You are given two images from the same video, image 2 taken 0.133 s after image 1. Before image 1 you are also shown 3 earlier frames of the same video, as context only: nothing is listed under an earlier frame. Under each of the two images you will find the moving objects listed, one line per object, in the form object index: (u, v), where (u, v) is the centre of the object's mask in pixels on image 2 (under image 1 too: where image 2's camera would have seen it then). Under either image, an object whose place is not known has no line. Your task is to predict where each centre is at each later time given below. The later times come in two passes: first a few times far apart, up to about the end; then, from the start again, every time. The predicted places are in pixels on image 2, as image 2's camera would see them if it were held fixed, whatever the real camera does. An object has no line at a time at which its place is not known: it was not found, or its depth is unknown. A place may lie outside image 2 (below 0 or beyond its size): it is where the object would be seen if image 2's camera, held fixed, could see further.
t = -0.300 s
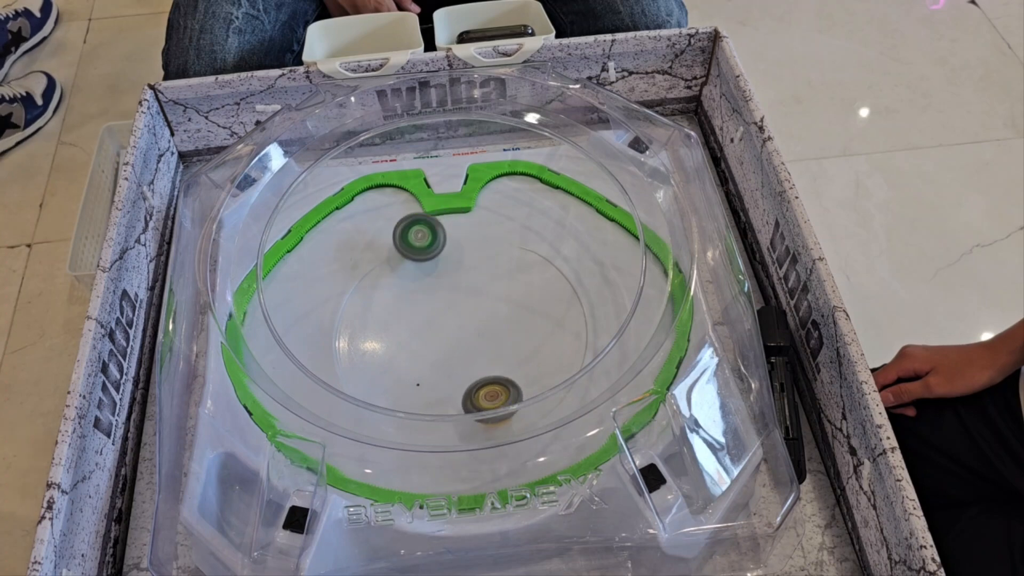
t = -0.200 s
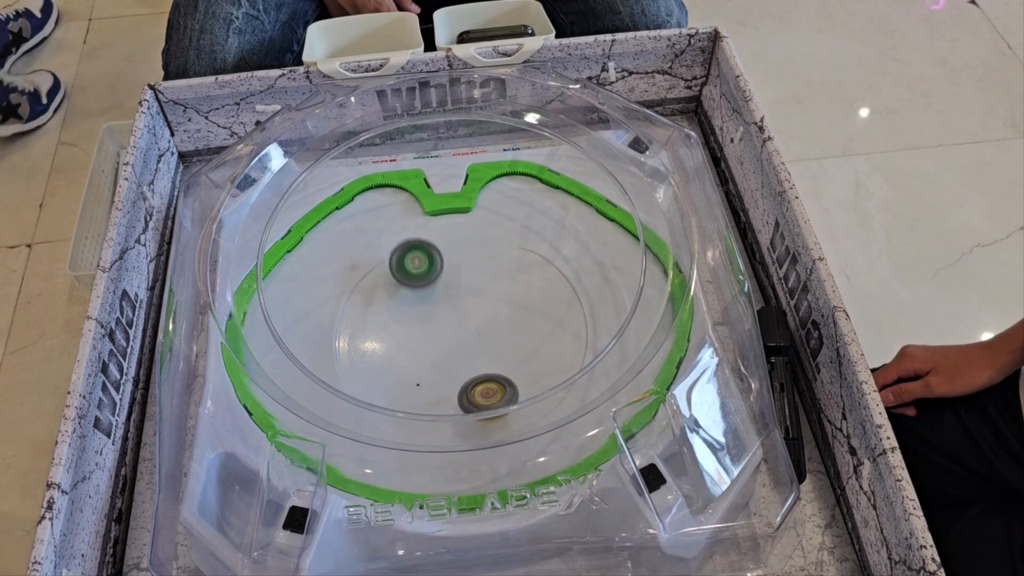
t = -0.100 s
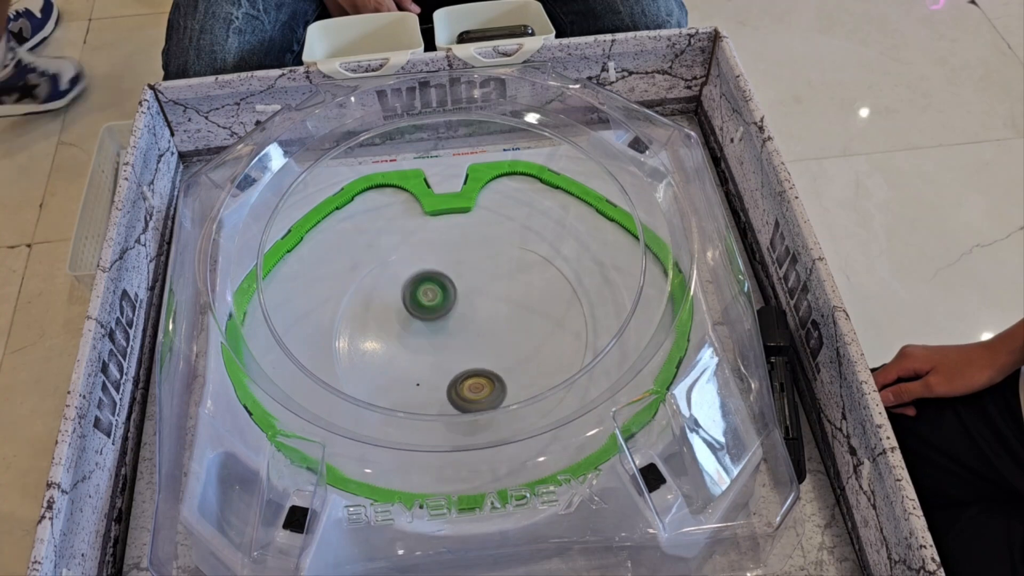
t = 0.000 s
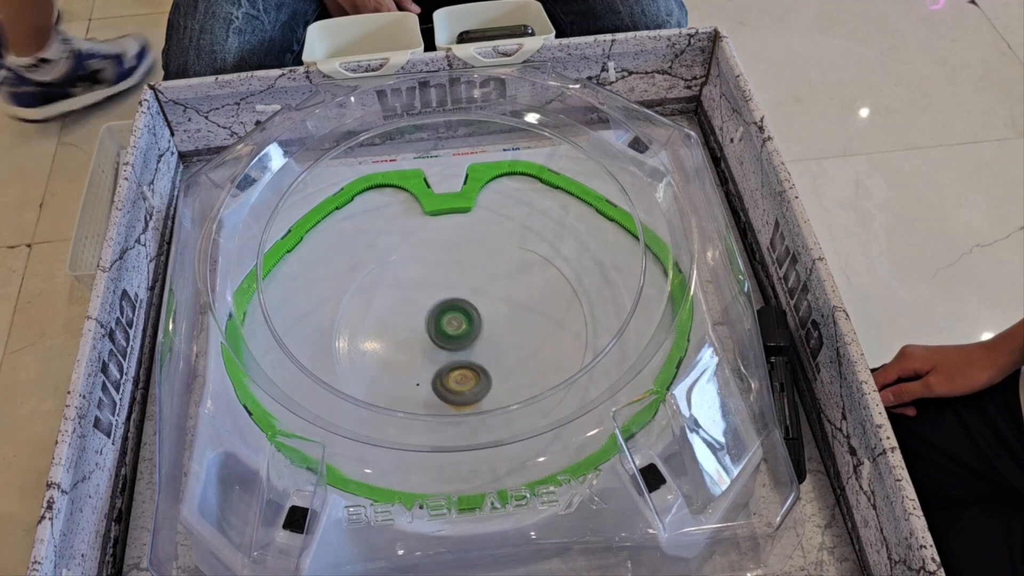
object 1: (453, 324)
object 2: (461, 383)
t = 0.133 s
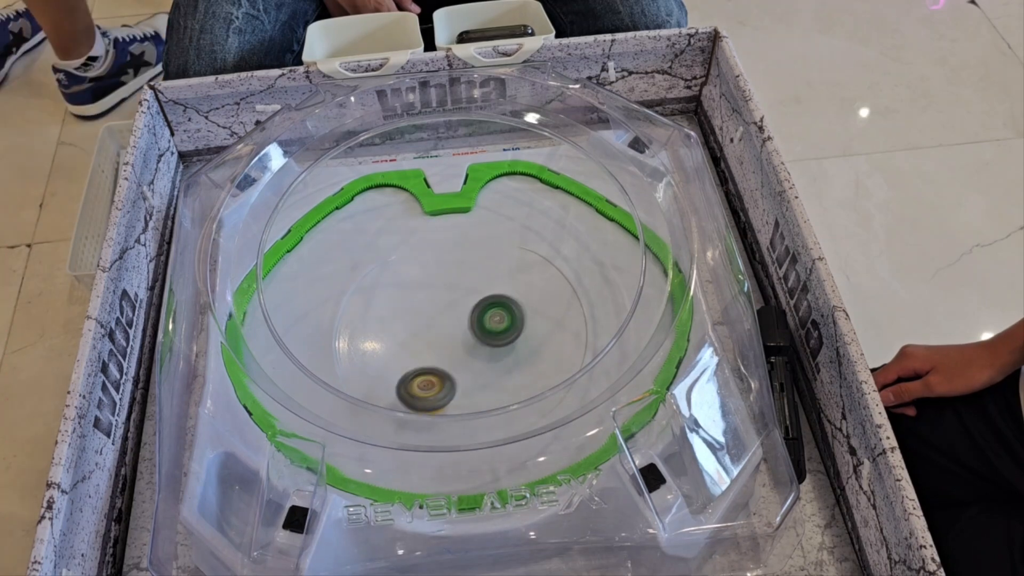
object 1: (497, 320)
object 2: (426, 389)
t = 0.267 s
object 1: (523, 292)
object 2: (404, 391)
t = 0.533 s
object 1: (506, 273)
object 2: (387, 382)
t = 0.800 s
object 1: (481, 336)
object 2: (395, 340)
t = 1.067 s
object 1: (489, 347)
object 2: (410, 289)
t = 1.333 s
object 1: (509, 321)
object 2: (422, 250)
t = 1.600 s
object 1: (481, 338)
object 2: (440, 233)
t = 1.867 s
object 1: (426, 354)
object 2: (467, 249)
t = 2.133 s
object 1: (437, 348)
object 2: (501, 287)
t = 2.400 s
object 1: (429, 318)
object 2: (533, 325)
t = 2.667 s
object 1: (423, 314)
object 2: (548, 350)
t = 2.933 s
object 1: (457, 305)
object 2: (527, 361)
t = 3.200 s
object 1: (454, 293)
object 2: (469, 368)
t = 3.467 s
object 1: (464, 316)
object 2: (409, 368)
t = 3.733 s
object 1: (481, 324)
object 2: (384, 358)
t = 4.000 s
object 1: (492, 312)
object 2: (388, 334)
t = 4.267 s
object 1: (499, 341)
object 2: (384, 279)
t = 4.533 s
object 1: (514, 311)
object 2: (387, 251)
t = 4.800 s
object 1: (459, 319)
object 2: (415, 252)
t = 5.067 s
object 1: (461, 364)
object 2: (470, 277)
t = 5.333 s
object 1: (474, 342)
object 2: (528, 300)
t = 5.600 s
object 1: (443, 325)
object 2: (560, 315)
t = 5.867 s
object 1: (430, 335)
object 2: (543, 329)
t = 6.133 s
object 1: (465, 303)
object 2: (486, 358)
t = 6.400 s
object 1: (445, 301)
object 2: (423, 378)
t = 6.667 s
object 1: (445, 314)
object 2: (390, 377)
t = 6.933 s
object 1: (475, 334)
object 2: (390, 352)
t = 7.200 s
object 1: (475, 293)
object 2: (413, 307)
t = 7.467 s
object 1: (560, 304)
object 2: (379, 275)
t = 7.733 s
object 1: (488, 323)
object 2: (403, 281)
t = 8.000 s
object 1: (471, 369)
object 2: (423, 262)
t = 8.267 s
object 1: (504, 379)
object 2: (453, 279)
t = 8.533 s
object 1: (472, 364)
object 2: (498, 309)
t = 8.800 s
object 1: (430, 346)
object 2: (529, 328)
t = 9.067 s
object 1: (421, 339)
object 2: (527, 338)
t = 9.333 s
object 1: (440, 314)
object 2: (489, 346)
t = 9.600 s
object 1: (457, 295)
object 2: (432, 349)
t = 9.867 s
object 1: (447, 312)
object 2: (397, 343)
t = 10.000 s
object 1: (473, 319)
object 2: (395, 339)
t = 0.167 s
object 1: (506, 314)
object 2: (419, 390)
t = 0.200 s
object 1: (513, 307)
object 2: (414, 391)
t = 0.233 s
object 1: (519, 300)
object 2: (409, 391)
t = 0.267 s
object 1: (523, 292)
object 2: (404, 391)
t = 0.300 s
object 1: (526, 284)
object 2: (401, 391)
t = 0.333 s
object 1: (527, 277)
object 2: (398, 390)
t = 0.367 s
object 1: (526, 272)
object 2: (395, 390)
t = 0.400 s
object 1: (524, 269)
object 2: (392, 389)
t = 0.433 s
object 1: (521, 267)
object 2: (390, 388)
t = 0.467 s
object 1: (516, 267)
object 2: (388, 386)
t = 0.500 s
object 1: (511, 269)
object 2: (387, 384)
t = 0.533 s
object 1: (506, 273)
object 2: (387, 382)
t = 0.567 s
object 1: (501, 278)
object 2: (387, 378)
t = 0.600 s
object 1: (496, 284)
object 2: (388, 374)
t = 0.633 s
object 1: (492, 292)
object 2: (389, 370)
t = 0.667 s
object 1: (488, 301)
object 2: (390, 365)
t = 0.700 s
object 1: (485, 310)
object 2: (391, 359)
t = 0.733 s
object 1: (483, 319)
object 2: (392, 353)
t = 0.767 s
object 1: (482, 328)
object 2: (393, 347)
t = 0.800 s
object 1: (481, 336)
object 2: (395, 340)
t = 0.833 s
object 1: (479, 342)
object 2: (397, 333)
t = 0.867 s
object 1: (478, 347)
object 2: (398, 326)
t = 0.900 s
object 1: (477, 351)
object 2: (401, 320)
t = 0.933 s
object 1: (478, 352)
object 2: (403, 314)
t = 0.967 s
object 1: (479, 353)
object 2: (405, 307)
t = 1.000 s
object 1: (482, 351)
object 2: (406, 301)
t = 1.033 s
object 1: (485, 350)
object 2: (408, 295)
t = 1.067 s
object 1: (489, 347)
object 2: (410, 289)
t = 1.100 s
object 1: (492, 343)
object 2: (412, 284)
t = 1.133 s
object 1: (497, 339)
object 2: (413, 278)
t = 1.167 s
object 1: (500, 335)
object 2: (415, 273)
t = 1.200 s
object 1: (504, 331)
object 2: (416, 268)
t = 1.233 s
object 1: (506, 327)
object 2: (418, 263)
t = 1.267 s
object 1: (508, 324)
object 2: (419, 259)
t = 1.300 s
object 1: (509, 322)
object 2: (420, 254)
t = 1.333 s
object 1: (509, 321)
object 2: (422, 250)
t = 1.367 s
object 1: (509, 321)
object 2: (423, 246)
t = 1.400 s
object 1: (507, 322)
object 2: (425, 243)
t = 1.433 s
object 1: (505, 323)
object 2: (426, 240)
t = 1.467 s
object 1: (502, 326)
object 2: (428, 238)
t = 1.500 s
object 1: (497, 329)
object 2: (430, 236)
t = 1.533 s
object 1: (493, 332)
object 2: (433, 235)
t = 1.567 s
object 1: (487, 335)
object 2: (436, 234)
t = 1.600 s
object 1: (481, 338)
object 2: (440, 233)
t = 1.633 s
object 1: (473, 341)
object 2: (443, 233)
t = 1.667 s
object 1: (465, 343)
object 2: (447, 233)
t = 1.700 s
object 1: (456, 345)
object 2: (449, 235)
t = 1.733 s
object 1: (447, 348)
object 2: (452, 237)
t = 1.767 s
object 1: (438, 350)
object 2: (455, 239)
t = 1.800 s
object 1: (432, 352)
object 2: (459, 242)
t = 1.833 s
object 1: (428, 353)
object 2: (463, 245)
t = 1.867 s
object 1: (426, 354)
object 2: (467, 249)
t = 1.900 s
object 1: (426, 354)
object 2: (471, 253)
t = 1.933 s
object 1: (427, 354)
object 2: (475, 258)
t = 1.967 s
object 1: (429, 354)
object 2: (479, 262)
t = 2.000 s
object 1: (432, 354)
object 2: (484, 267)
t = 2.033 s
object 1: (434, 353)
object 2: (488, 272)
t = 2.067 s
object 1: (436, 353)
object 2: (492, 277)
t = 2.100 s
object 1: (437, 351)
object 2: (497, 282)
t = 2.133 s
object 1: (437, 348)
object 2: (501, 287)
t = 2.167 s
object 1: (437, 345)
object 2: (505, 293)
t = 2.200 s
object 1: (435, 340)
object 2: (509, 298)
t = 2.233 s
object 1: (433, 334)
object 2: (513, 302)
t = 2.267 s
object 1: (430, 329)
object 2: (517, 307)
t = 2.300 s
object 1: (429, 324)
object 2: (522, 312)
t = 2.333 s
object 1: (429, 321)
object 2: (526, 317)
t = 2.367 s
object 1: (429, 319)
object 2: (530, 321)
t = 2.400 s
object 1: (429, 318)
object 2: (533, 325)
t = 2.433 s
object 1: (430, 317)
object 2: (536, 329)
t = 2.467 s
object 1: (429, 316)
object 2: (539, 333)
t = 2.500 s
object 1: (429, 316)
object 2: (542, 337)
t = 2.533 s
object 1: (427, 316)
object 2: (544, 340)
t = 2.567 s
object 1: (426, 316)
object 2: (546, 343)
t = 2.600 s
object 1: (425, 316)
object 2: (547, 345)
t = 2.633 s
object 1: (423, 316)
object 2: (548, 348)
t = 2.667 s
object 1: (423, 314)
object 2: (548, 350)
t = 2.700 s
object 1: (425, 311)
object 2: (547, 351)
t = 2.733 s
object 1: (428, 308)
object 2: (546, 353)
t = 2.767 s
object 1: (432, 306)
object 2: (545, 353)
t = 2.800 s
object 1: (438, 304)
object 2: (543, 355)
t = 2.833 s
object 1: (444, 304)
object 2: (540, 356)
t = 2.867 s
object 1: (449, 305)
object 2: (536, 357)
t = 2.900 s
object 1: (454, 305)
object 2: (532, 359)
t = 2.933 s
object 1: (457, 305)
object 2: (527, 361)
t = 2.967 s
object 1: (460, 305)
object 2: (521, 362)
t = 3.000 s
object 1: (461, 304)
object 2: (514, 363)
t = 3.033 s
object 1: (462, 302)
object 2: (508, 365)
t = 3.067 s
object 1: (461, 300)
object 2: (501, 365)
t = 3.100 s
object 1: (460, 298)
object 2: (494, 366)
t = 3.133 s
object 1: (458, 296)
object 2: (486, 367)
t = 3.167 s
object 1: (456, 294)
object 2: (478, 367)
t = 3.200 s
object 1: (454, 293)
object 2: (469, 368)
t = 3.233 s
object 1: (453, 292)
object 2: (461, 368)
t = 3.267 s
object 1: (453, 291)
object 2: (453, 369)
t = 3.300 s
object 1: (455, 292)
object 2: (445, 369)
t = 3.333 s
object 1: (458, 294)
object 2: (437, 369)
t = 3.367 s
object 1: (461, 299)
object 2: (429, 369)
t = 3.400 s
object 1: (463, 305)
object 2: (422, 369)
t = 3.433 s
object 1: (464, 311)
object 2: (415, 369)
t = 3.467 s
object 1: (464, 316)
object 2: (409, 368)
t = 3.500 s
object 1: (463, 321)
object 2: (404, 368)
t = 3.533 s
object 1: (464, 324)
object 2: (399, 367)
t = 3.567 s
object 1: (465, 327)
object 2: (395, 366)
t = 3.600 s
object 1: (467, 328)
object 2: (392, 365)
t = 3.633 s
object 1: (469, 328)
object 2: (389, 364)
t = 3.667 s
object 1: (473, 328)
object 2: (387, 362)
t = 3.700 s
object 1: (477, 326)
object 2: (385, 360)
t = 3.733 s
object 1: (481, 324)
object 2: (384, 358)
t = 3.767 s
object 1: (485, 321)
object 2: (383, 356)
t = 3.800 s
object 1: (489, 317)
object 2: (382, 354)
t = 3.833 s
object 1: (491, 313)
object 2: (382, 351)
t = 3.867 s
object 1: (492, 310)
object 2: (382, 348)
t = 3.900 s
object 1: (493, 308)
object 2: (383, 345)
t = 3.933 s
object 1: (494, 308)
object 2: (384, 341)
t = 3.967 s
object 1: (494, 309)
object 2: (386, 338)
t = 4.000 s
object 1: (492, 312)
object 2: (388, 334)
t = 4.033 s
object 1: (489, 316)
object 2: (390, 329)
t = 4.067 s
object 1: (482, 320)
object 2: (393, 325)
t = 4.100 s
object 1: (474, 324)
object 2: (397, 320)
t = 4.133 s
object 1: (466, 325)
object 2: (400, 315)
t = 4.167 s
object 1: (460, 327)
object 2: (403, 310)
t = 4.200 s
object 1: (473, 333)
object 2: (392, 298)
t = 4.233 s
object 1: (487, 338)
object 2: (387, 288)
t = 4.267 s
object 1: (499, 341)
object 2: (384, 279)
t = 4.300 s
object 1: (510, 342)
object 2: (383, 273)
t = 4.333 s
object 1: (518, 341)
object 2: (382, 269)
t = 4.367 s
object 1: (522, 339)
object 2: (381, 266)
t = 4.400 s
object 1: (525, 334)
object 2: (381, 263)
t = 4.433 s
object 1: (525, 329)
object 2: (382, 260)
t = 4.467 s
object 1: (523, 323)
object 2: (383, 256)
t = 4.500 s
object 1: (519, 317)
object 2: (385, 253)
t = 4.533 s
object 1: (514, 311)
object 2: (387, 251)
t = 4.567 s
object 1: (509, 305)
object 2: (390, 250)
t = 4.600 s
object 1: (504, 302)
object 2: (392, 249)
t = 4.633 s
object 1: (498, 300)
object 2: (395, 249)
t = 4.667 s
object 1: (491, 300)
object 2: (398, 249)
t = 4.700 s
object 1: (483, 302)
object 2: (402, 249)
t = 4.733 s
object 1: (475, 306)
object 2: (406, 250)
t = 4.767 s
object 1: (466, 312)
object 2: (410, 251)
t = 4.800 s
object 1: (459, 319)
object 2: (415, 252)
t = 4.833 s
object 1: (452, 327)
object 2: (420, 254)
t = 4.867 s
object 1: (447, 334)
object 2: (426, 256)
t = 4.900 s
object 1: (444, 342)
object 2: (432, 259)
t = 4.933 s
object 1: (444, 349)
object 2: (439, 262)
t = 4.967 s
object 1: (445, 355)
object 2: (446, 266)
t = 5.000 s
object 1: (449, 360)
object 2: (454, 269)
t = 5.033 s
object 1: (455, 363)
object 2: (462, 273)
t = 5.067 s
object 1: (461, 364)
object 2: (470, 277)
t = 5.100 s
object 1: (468, 363)
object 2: (478, 280)
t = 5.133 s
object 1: (474, 361)
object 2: (486, 284)
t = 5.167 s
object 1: (479, 360)
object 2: (494, 287)
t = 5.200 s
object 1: (483, 358)
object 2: (501, 290)
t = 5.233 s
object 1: (484, 355)
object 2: (509, 293)
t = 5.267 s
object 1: (482, 351)
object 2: (515, 295)
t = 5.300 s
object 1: (479, 347)
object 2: (522, 298)
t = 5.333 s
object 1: (474, 342)
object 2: (528, 300)
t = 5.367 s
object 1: (469, 338)
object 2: (534, 303)
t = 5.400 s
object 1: (464, 334)
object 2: (540, 305)
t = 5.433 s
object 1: (460, 330)
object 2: (545, 307)
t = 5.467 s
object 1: (456, 327)
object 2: (550, 309)
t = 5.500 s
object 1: (454, 326)
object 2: (554, 311)
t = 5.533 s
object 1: (451, 325)
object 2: (557, 313)
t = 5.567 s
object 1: (448, 325)
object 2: (559, 314)
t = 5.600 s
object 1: (443, 325)
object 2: (560, 315)
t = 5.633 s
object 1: (440, 327)
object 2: (560, 315)
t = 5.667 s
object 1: (437, 329)
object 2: (559, 315)
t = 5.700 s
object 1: (435, 331)
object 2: (558, 316)
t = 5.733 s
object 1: (434, 333)
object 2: (557, 317)
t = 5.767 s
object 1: (433, 335)
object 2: (555, 319)
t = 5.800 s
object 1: (432, 336)
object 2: (552, 322)
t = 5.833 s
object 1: (431, 336)
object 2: (548, 325)
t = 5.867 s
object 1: (430, 335)
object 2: (543, 329)
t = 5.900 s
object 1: (429, 332)
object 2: (538, 333)
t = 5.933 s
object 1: (430, 328)
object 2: (531, 336)
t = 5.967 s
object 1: (433, 323)
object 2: (525, 340)
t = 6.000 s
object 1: (438, 317)
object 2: (517, 344)
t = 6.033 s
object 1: (445, 311)
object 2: (510, 347)
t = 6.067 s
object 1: (453, 307)
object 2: (502, 351)
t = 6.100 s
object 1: (460, 304)
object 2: (495, 354)
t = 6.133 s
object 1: (465, 303)
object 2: (486, 358)
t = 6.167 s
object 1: (469, 302)
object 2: (478, 361)
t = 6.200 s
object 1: (470, 301)
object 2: (470, 363)
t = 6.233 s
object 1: (469, 301)
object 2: (461, 367)
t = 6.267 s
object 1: (467, 301)
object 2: (453, 369)
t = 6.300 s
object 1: (463, 300)
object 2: (445, 372)
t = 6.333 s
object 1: (458, 300)
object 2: (437, 374)
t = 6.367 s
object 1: (451, 300)
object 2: (430, 376)
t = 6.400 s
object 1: (445, 301)
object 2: (423, 378)
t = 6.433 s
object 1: (439, 302)
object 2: (417, 379)
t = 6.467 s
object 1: (434, 302)
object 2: (411, 380)
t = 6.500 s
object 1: (430, 302)
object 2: (406, 381)
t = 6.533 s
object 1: (429, 301)
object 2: (401, 381)
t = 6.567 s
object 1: (430, 303)
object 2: (398, 380)
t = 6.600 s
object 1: (433, 306)
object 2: (394, 380)
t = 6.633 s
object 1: (438, 310)
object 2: (392, 378)
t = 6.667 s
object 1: (445, 314)
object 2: (390, 377)
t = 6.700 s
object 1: (452, 319)
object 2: (389, 375)
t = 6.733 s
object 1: (459, 323)
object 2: (388, 372)
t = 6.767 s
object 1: (466, 327)
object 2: (387, 370)
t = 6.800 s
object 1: (470, 331)
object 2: (387, 367)
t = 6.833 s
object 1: (473, 334)
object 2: (387, 364)
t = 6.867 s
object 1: (474, 336)
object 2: (388, 361)
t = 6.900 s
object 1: (474, 336)
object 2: (389, 357)
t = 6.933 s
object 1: (475, 334)
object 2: (390, 352)
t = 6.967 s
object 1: (476, 330)
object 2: (392, 347)
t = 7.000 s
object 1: (476, 325)
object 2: (394, 342)
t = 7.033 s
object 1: (475, 319)
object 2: (397, 336)
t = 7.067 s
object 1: (474, 313)
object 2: (400, 331)
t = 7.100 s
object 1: (473, 307)
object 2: (403, 325)
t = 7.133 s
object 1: (473, 301)
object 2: (406, 319)
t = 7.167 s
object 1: (474, 296)
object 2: (410, 313)
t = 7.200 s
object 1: (475, 293)
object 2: (413, 307)
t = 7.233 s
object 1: (475, 292)
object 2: (417, 301)
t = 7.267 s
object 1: (486, 293)
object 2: (410, 294)
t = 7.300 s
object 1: (508, 293)
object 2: (393, 287)
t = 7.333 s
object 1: (526, 295)
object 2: (383, 281)
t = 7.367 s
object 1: (541, 297)
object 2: (380, 277)
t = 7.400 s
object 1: (552, 299)
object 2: (379, 275)
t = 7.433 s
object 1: (558, 302)
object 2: (378, 275)
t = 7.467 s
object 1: (560, 304)
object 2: (379, 275)
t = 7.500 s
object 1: (558, 306)
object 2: (379, 275)
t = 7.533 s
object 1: (554, 309)
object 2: (380, 275)
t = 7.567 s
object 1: (546, 312)
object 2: (382, 276)
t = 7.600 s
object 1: (536, 316)
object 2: (384, 276)
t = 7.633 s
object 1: (526, 318)
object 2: (388, 277)
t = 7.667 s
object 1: (513, 321)
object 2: (392, 278)
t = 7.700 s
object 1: (500, 323)
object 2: (397, 279)
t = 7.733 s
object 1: (488, 323)
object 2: (403, 281)
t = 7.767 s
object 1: (475, 323)
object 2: (410, 283)
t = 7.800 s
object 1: (464, 323)
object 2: (417, 285)
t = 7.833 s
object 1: (459, 328)
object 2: (419, 280)
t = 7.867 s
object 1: (461, 340)
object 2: (417, 270)
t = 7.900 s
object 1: (463, 349)
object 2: (417, 264)
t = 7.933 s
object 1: (465, 357)
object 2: (420, 262)
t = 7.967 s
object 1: (468, 363)
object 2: (422, 262)
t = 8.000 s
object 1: (471, 369)
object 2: (423, 262)
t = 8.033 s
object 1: (476, 373)
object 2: (426, 263)
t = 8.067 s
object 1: (480, 376)
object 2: (428, 264)
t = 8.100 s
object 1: (485, 378)
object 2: (432, 266)
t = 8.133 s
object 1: (489, 380)
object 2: (436, 268)
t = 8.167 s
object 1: (494, 381)
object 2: (439, 270)
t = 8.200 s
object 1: (498, 380)
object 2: (443, 272)
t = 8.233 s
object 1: (501, 380)
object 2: (448, 275)
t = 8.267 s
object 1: (504, 379)
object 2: (453, 279)
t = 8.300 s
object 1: (505, 378)
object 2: (458, 282)
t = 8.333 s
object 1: (506, 376)
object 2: (464, 286)
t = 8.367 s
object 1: (504, 375)
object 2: (469, 290)
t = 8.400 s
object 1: (501, 373)
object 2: (475, 294)
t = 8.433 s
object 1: (495, 371)
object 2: (481, 298)
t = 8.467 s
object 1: (487, 369)
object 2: (486, 302)
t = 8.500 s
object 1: (479, 366)
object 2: (492, 305)
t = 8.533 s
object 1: (472, 364)
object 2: (498, 309)
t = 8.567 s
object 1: (466, 361)
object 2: (504, 312)
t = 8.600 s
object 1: (461, 358)
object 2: (509, 315)
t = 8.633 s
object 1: (456, 356)
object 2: (514, 318)
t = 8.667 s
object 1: (453, 354)
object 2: (518, 320)
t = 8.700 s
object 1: (449, 353)
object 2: (521, 323)
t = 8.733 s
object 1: (444, 351)
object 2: (525, 325)
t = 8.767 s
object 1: (437, 348)
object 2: (527, 326)
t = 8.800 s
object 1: (430, 346)
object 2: (529, 328)
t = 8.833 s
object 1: (423, 344)
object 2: (530, 330)
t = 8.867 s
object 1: (418, 343)
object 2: (531, 331)
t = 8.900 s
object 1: (415, 342)
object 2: (531, 332)
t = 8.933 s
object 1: (414, 340)
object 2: (531, 334)
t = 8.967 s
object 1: (414, 339)
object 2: (531, 334)
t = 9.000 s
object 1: (415, 339)
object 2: (530, 335)
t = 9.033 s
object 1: (418, 339)
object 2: (528, 336)
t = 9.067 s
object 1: (421, 339)
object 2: (527, 338)
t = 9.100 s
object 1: (423, 339)
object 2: (524, 339)
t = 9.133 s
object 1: (425, 339)
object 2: (521, 340)
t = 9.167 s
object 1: (427, 339)
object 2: (517, 341)
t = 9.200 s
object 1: (428, 337)
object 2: (513, 342)
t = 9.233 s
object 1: (429, 334)
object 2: (508, 343)
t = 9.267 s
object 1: (432, 328)
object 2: (502, 344)
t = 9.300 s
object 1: (436, 322)
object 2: (496, 345)
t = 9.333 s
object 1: (440, 314)
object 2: (489, 346)
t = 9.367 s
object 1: (443, 307)
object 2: (482, 347)
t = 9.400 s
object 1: (446, 301)
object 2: (475, 347)
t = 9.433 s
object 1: (448, 296)
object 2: (468, 348)
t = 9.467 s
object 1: (451, 293)
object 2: (461, 348)
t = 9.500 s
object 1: (453, 291)
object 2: (453, 349)
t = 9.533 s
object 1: (455, 291)
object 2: (446, 349)
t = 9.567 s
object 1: (457, 292)
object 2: (439, 349)
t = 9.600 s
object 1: (457, 295)
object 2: (432, 349)
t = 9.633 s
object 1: (457, 298)
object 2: (426, 349)
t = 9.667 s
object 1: (455, 302)
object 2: (421, 348)
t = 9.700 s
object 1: (453, 306)
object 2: (416, 348)
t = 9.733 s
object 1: (450, 308)
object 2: (411, 347)
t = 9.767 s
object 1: (447, 310)
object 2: (406, 346)
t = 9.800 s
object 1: (445, 311)
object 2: (403, 345)
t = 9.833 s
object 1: (445, 312)
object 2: (399, 344)
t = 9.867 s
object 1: (447, 312)
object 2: (397, 343)
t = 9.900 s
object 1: (451, 313)
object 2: (396, 342)
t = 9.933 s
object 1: (457, 315)
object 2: (395, 341)
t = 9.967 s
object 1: (465, 317)
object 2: (395, 340)
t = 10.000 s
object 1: (473, 319)
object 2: (395, 339)
